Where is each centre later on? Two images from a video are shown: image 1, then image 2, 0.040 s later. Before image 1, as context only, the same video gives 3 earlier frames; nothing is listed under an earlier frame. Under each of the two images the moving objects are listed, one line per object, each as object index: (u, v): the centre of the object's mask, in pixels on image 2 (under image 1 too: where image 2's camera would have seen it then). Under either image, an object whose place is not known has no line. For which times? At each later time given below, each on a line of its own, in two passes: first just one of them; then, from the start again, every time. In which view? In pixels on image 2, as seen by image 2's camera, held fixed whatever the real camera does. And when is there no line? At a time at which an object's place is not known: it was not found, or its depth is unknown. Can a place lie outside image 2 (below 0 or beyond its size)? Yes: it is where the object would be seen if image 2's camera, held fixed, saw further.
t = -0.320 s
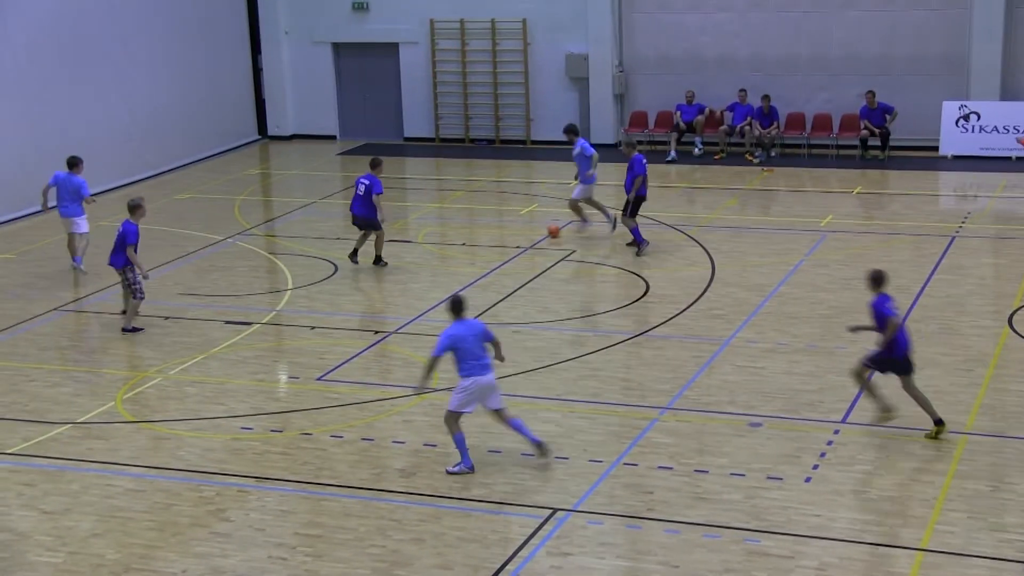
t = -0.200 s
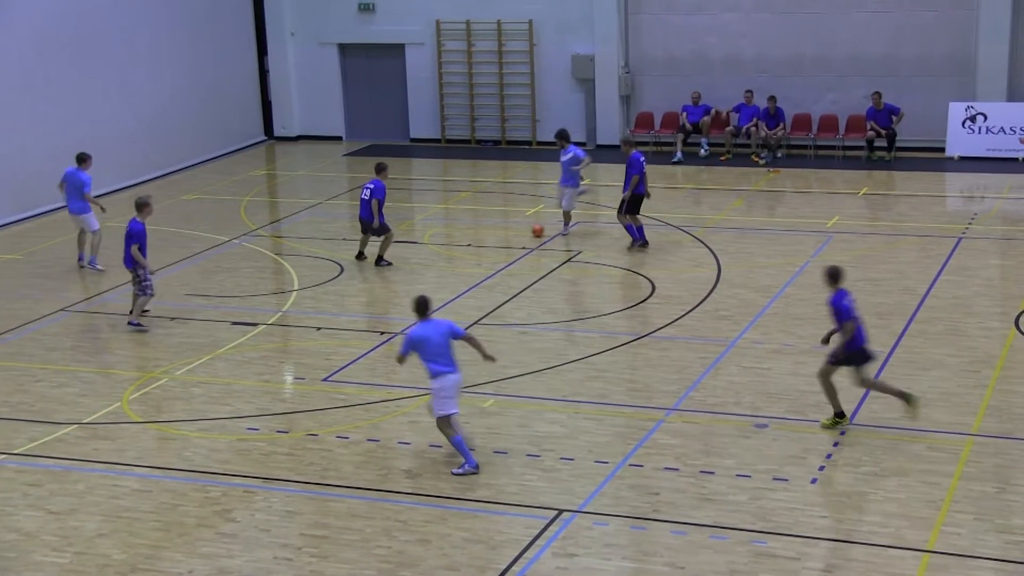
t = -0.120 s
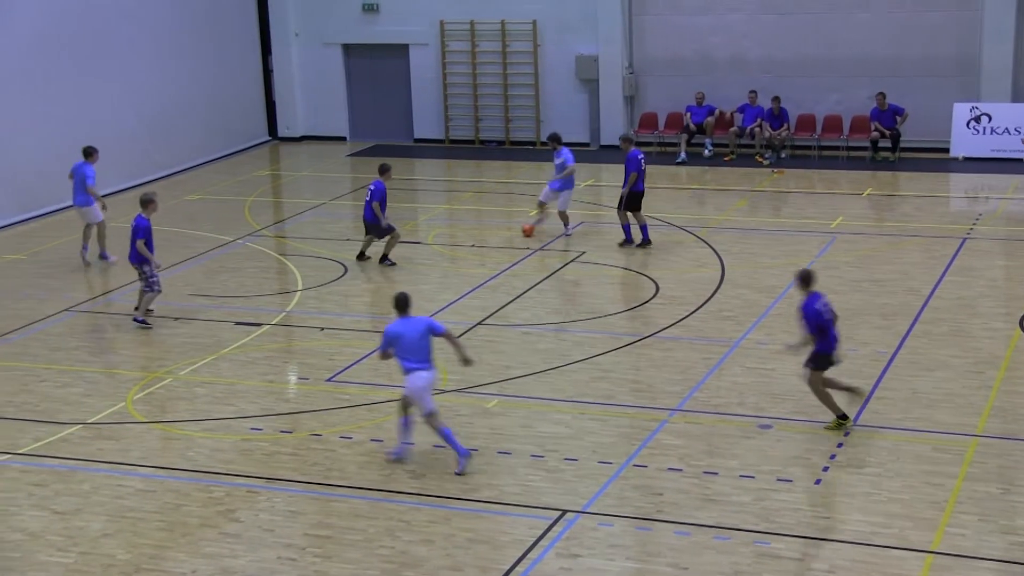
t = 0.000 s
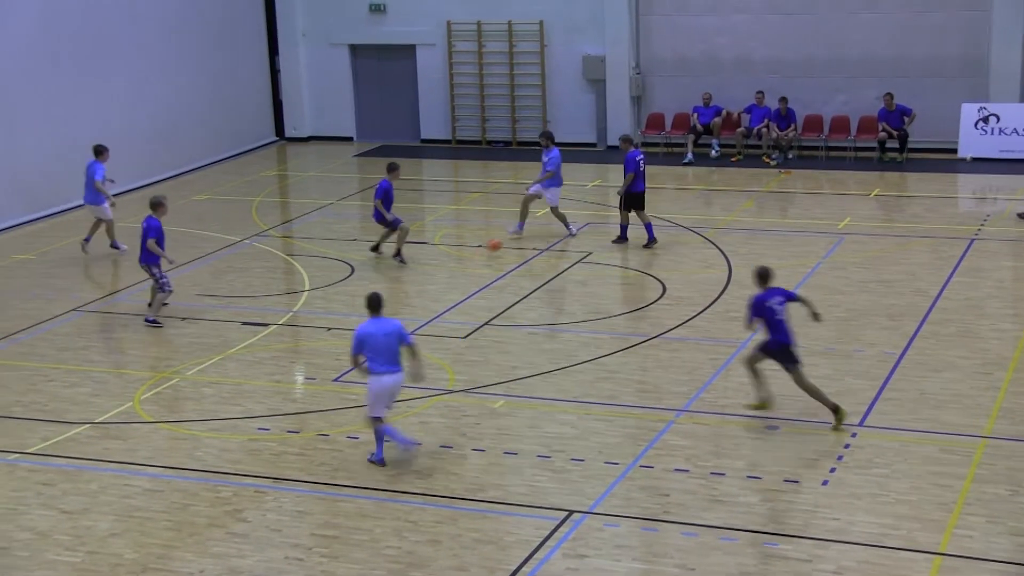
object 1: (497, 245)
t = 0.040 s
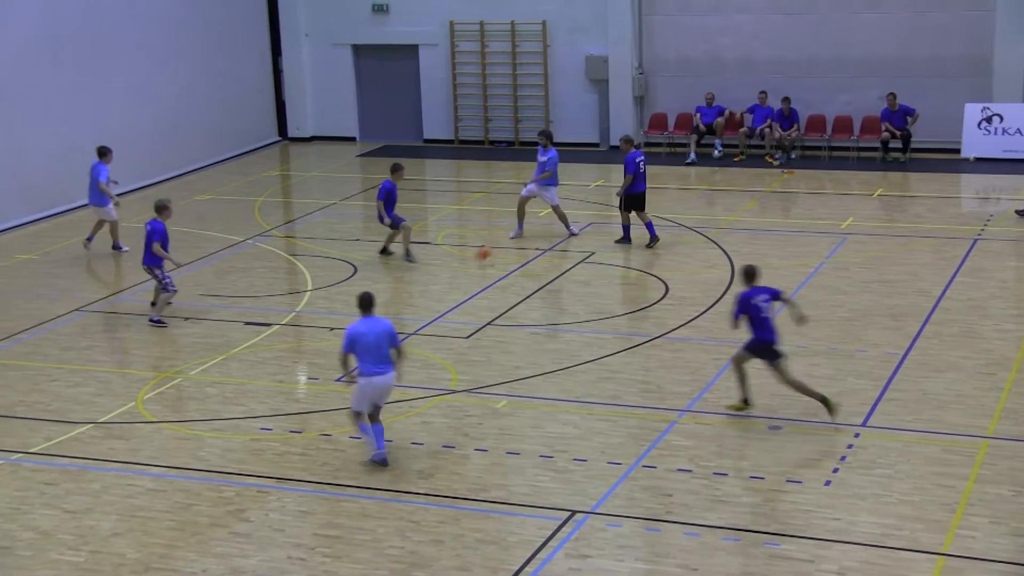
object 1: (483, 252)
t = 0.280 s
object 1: (389, 317)
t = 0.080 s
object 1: (468, 262)
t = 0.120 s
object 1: (453, 273)
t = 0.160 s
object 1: (436, 288)
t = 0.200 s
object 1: (421, 298)
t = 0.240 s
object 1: (405, 307)
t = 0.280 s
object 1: (389, 317)
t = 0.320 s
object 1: (372, 329)
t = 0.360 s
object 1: (355, 344)
